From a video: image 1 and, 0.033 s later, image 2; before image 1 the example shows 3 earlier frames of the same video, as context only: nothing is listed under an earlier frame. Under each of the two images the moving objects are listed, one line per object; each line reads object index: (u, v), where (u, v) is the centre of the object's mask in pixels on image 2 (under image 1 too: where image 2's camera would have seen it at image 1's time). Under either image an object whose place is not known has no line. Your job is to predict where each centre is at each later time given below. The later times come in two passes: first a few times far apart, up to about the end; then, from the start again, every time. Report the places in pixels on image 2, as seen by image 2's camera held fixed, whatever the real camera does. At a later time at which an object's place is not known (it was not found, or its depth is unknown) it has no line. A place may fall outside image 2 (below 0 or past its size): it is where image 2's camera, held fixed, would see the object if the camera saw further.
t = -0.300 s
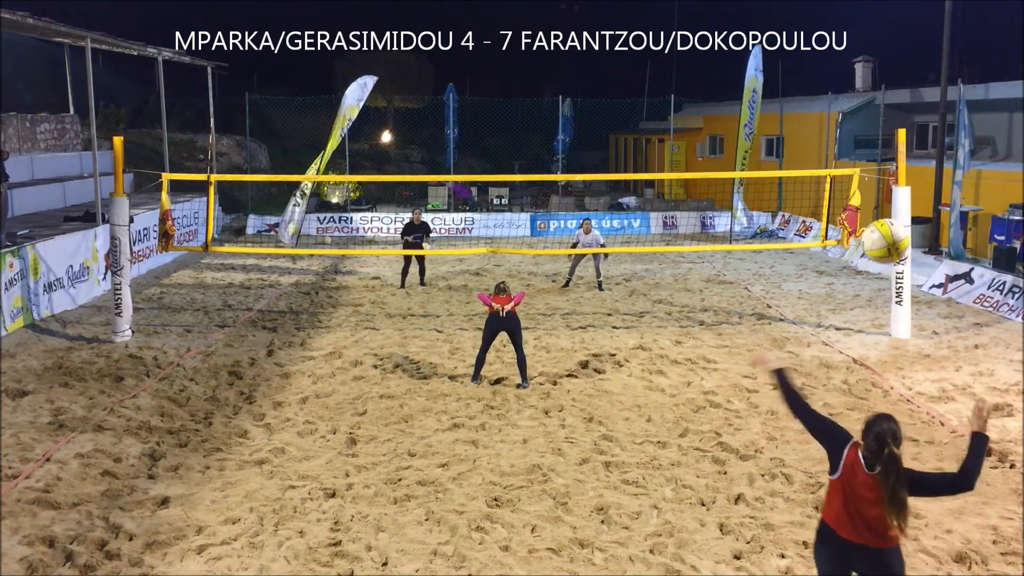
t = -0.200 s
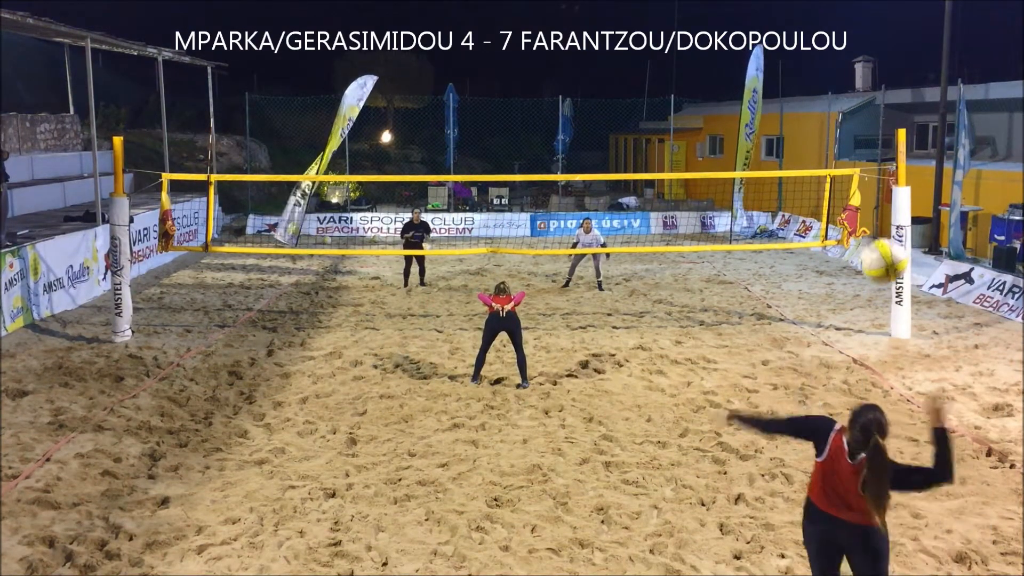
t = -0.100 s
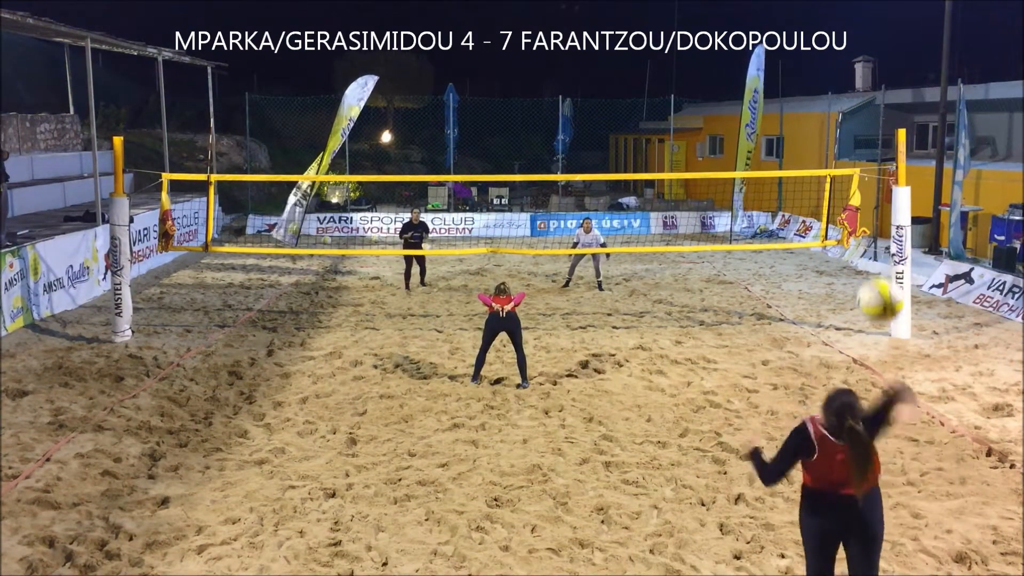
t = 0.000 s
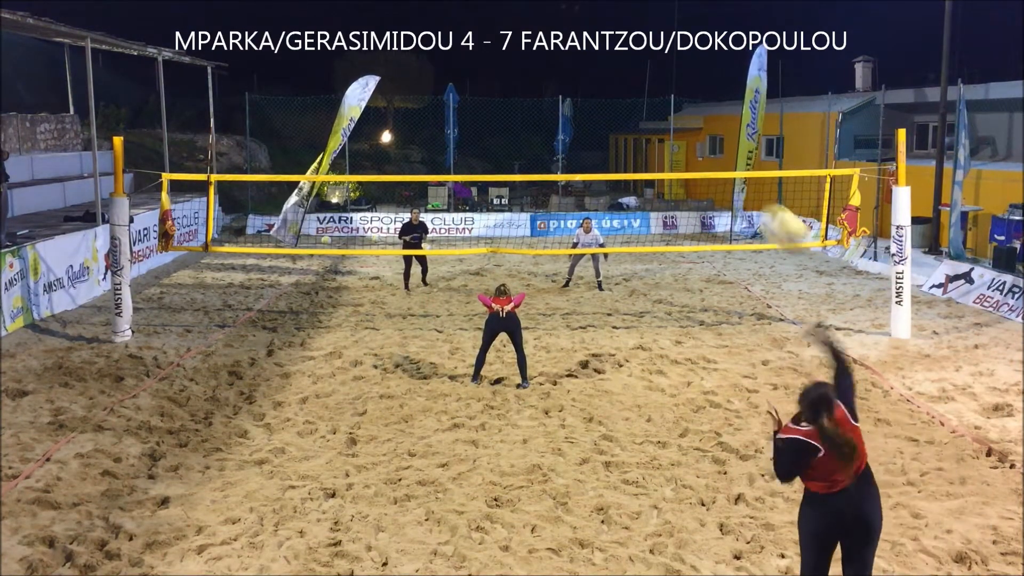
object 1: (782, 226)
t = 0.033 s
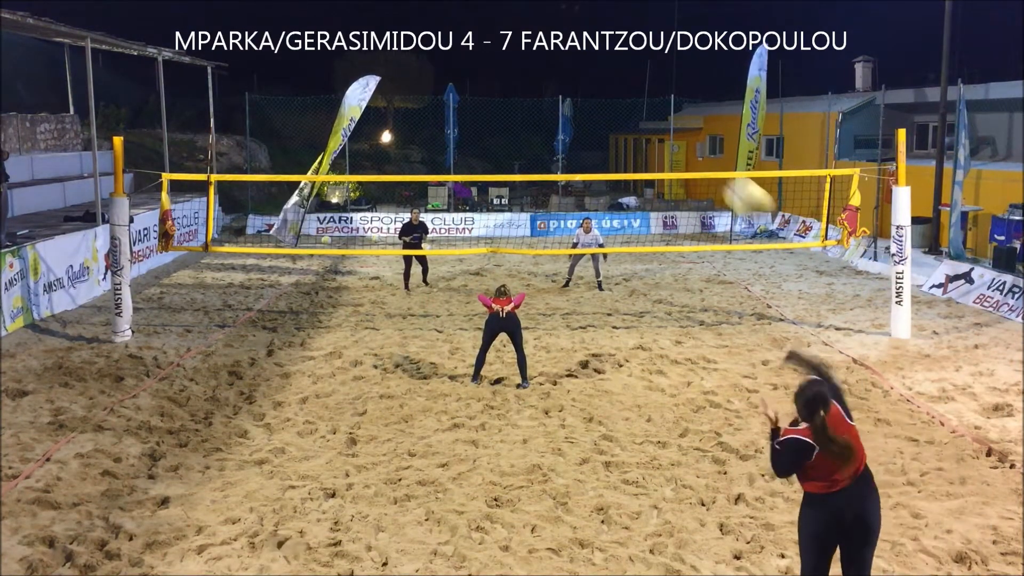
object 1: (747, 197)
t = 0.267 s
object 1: (586, 103)
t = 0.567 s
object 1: (488, 117)
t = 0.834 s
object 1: (440, 183)
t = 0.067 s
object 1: (715, 173)
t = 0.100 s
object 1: (687, 153)
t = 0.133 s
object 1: (663, 137)
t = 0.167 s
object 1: (641, 124)
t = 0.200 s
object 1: (621, 115)
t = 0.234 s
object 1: (603, 108)
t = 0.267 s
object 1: (586, 103)
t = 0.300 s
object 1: (571, 99)
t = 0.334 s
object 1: (557, 98)
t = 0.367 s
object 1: (544, 97)
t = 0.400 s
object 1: (533, 98)
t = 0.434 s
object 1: (523, 100)
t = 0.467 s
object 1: (512, 103)
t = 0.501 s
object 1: (504, 107)
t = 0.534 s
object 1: (495, 111)
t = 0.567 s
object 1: (488, 117)
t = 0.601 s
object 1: (481, 123)
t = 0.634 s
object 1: (474, 130)
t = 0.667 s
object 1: (468, 138)
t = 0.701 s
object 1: (462, 146)
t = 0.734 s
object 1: (456, 154)
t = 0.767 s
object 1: (451, 163)
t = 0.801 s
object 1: (447, 170)
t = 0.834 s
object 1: (440, 183)
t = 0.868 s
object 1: (437, 190)
